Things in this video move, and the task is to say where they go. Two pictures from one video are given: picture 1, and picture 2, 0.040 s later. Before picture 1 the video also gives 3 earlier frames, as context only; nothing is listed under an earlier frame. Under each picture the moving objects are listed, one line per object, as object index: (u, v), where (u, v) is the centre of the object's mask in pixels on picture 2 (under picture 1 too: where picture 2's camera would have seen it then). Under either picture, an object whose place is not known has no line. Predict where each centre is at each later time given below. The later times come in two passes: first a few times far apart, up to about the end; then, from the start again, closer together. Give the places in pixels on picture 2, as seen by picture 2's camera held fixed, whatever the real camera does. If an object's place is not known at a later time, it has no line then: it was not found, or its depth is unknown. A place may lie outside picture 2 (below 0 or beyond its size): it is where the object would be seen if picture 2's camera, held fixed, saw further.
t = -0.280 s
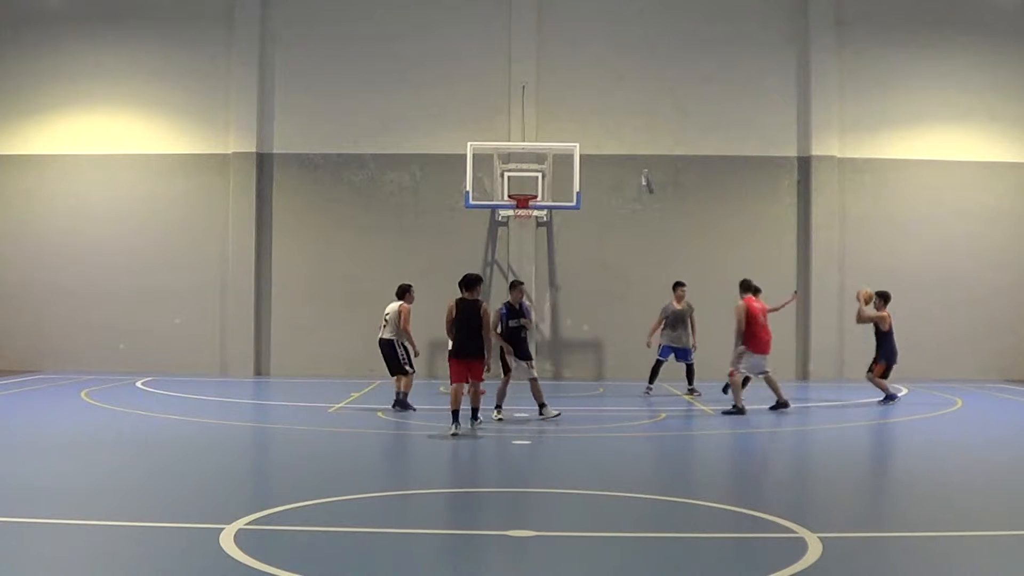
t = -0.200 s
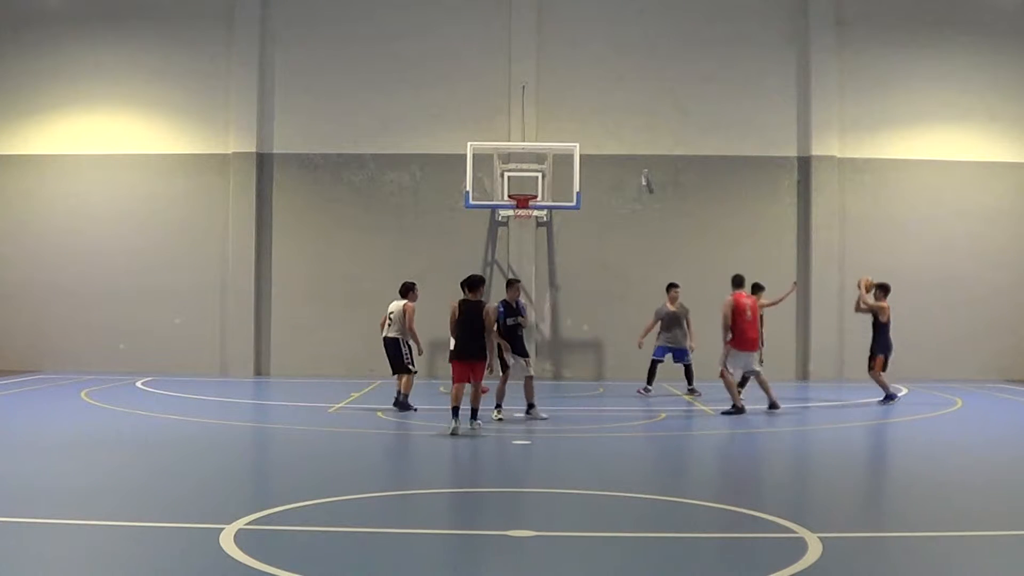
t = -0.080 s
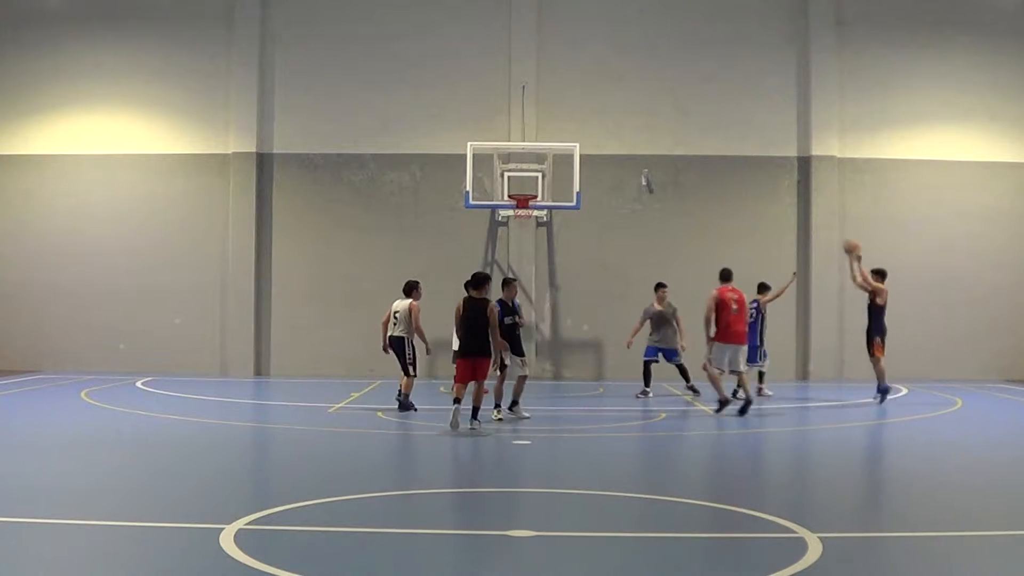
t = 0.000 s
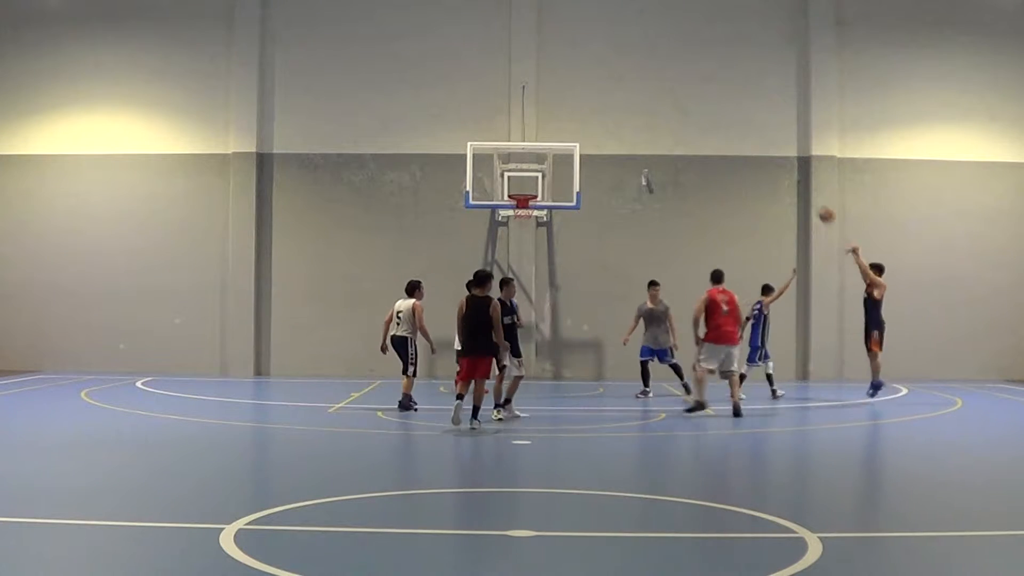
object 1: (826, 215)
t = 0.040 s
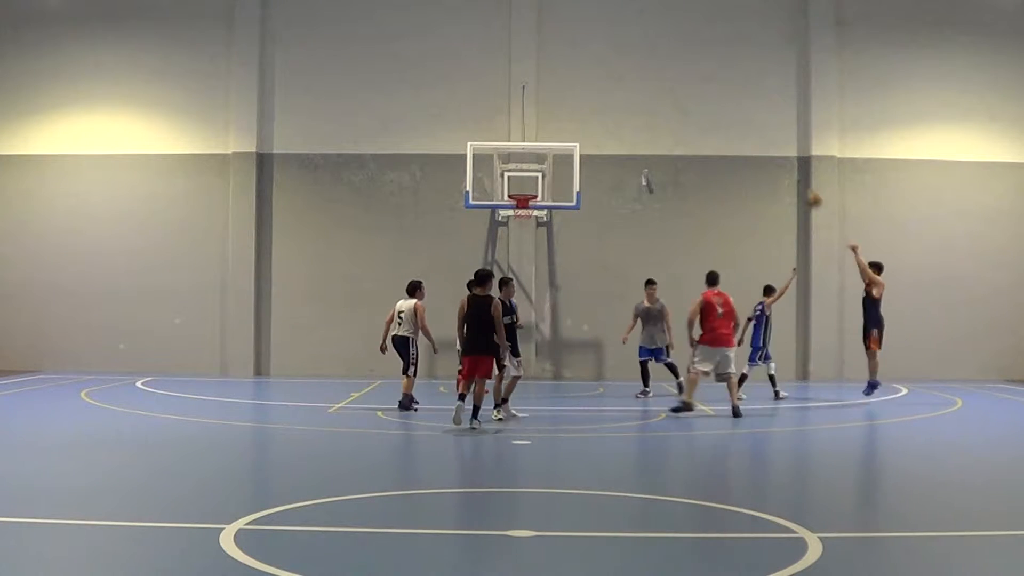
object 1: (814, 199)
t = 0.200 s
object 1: (764, 152)
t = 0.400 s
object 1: (706, 119)
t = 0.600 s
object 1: (651, 111)
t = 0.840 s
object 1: (588, 136)
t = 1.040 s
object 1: (540, 181)
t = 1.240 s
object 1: (515, 179)
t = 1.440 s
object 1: (518, 166)
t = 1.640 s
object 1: (520, 177)
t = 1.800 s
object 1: (520, 205)
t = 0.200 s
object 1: (764, 152)
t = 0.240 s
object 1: (752, 143)
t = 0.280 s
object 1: (740, 136)
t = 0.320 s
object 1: (729, 129)
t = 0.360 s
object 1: (717, 125)
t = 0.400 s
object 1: (706, 119)
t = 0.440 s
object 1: (695, 115)
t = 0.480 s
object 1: (683, 113)
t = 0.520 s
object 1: (672, 111)
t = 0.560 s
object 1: (661, 110)
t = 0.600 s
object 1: (651, 111)
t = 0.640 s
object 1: (640, 112)
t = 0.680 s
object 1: (629, 116)
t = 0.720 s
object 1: (619, 119)
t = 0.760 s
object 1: (609, 124)
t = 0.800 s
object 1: (599, 130)
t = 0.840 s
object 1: (588, 136)
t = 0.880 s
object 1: (579, 143)
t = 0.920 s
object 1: (570, 150)
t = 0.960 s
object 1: (559, 160)
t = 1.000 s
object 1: (550, 170)
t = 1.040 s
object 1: (540, 181)
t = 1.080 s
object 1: (531, 191)
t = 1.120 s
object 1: (521, 192)
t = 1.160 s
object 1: (515, 191)
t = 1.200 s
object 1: (515, 185)
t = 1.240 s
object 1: (515, 179)
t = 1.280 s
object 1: (516, 174)
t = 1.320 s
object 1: (516, 171)
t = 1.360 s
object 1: (517, 168)
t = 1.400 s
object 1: (518, 167)
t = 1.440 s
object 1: (518, 166)
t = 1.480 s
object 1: (518, 166)
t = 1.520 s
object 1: (519, 167)
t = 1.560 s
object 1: (519, 169)
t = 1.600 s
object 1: (519, 173)
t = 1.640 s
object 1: (520, 177)
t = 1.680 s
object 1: (519, 183)
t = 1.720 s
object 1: (520, 189)
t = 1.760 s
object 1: (520, 196)
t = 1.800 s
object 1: (520, 205)
